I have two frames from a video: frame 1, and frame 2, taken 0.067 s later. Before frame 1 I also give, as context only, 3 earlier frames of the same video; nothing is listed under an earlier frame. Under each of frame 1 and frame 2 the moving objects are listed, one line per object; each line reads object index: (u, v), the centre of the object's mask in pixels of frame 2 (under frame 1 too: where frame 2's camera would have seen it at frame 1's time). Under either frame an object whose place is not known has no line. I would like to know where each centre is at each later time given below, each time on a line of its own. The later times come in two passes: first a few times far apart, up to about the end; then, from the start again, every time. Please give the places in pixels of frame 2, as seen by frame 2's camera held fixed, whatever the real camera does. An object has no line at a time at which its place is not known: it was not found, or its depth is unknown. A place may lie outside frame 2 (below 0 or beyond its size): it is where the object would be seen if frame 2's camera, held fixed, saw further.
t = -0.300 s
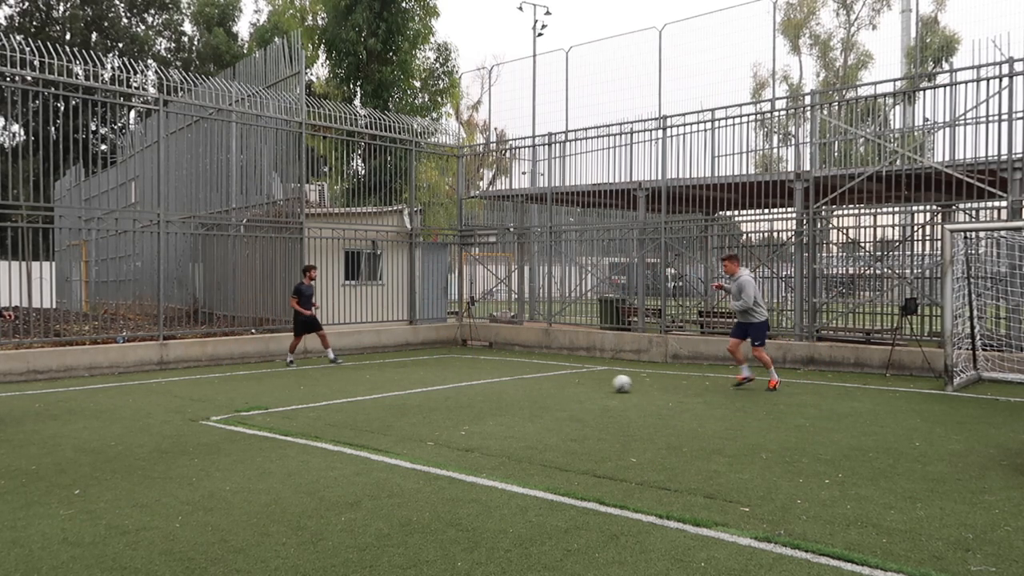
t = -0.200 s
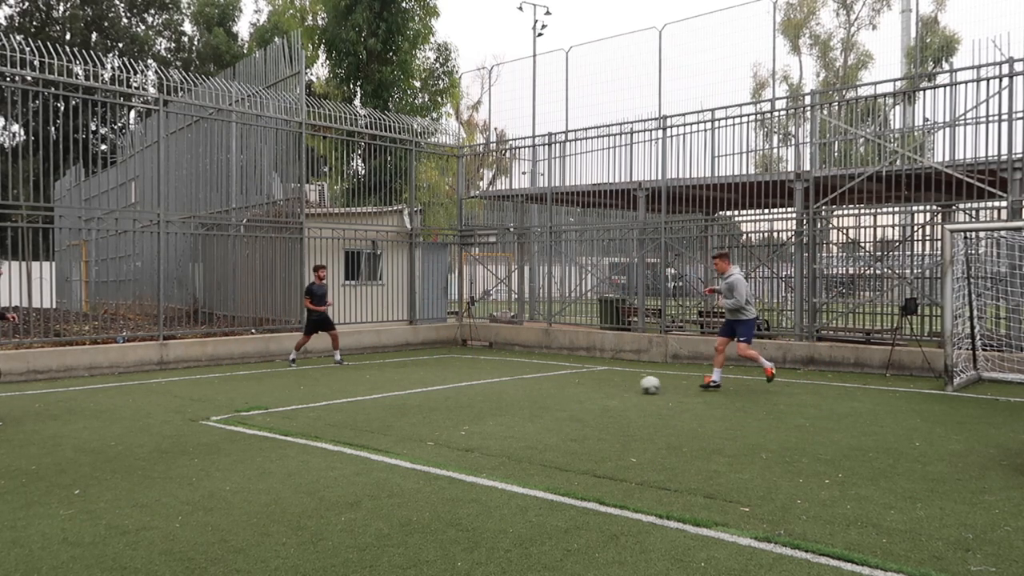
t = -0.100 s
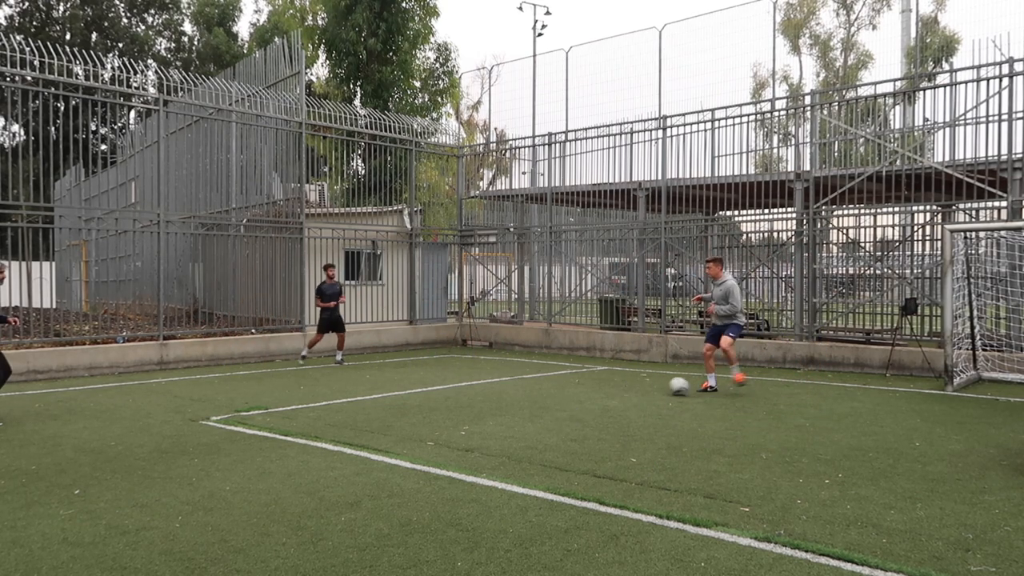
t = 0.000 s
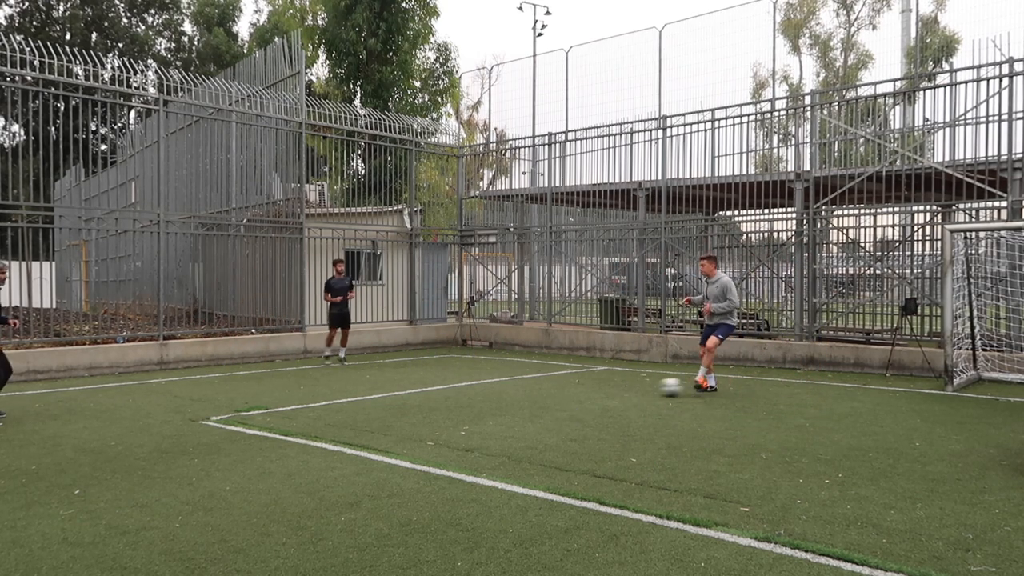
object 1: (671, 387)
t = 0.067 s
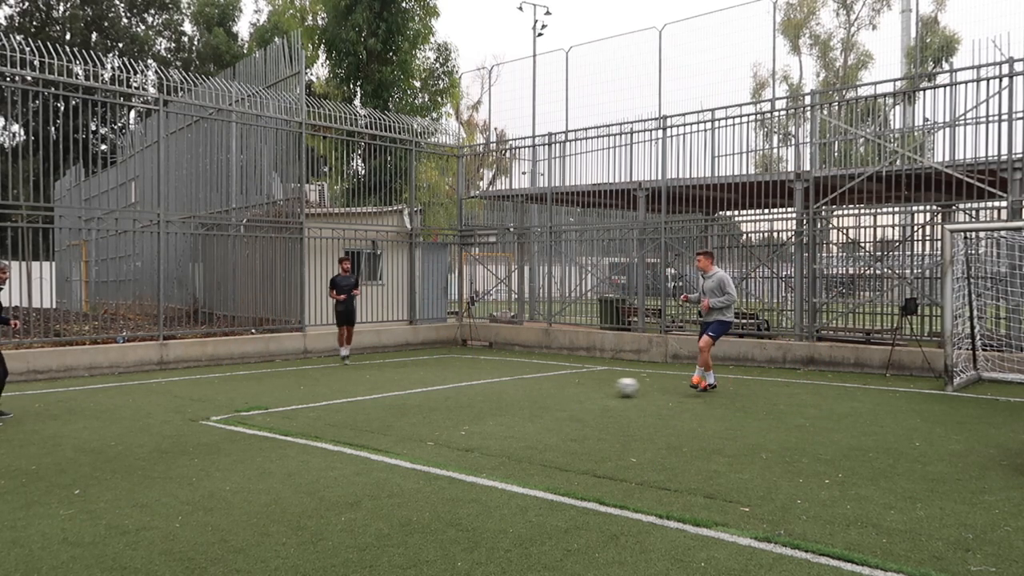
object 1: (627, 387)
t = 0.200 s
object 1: (543, 389)
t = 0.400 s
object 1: (426, 392)
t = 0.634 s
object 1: (310, 394)
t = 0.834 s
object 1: (225, 397)
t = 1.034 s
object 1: (145, 398)
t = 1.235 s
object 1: (66, 399)
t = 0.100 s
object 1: (606, 387)
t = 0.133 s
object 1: (585, 388)
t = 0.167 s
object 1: (563, 390)
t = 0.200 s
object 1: (543, 389)
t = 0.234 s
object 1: (524, 389)
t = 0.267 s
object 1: (503, 390)
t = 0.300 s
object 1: (482, 391)
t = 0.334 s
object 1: (463, 392)
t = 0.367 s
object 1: (445, 391)
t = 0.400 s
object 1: (426, 392)
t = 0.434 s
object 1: (407, 394)
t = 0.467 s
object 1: (391, 394)
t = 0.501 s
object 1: (374, 394)
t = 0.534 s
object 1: (356, 395)
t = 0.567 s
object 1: (340, 395)
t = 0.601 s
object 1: (325, 394)
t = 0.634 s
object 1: (310, 394)
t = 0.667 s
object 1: (295, 396)
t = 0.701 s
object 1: (280, 397)
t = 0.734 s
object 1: (266, 396)
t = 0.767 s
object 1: (252, 396)
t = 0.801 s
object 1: (239, 397)
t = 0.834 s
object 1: (225, 397)
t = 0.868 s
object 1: (211, 397)
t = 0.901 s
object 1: (198, 398)
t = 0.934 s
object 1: (185, 398)
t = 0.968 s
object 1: (171, 398)
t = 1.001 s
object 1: (158, 398)
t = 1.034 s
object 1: (145, 398)
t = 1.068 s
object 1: (132, 399)
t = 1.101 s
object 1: (119, 399)
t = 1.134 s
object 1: (106, 399)
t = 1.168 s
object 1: (92, 400)
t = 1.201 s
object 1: (79, 399)
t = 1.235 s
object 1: (66, 399)
